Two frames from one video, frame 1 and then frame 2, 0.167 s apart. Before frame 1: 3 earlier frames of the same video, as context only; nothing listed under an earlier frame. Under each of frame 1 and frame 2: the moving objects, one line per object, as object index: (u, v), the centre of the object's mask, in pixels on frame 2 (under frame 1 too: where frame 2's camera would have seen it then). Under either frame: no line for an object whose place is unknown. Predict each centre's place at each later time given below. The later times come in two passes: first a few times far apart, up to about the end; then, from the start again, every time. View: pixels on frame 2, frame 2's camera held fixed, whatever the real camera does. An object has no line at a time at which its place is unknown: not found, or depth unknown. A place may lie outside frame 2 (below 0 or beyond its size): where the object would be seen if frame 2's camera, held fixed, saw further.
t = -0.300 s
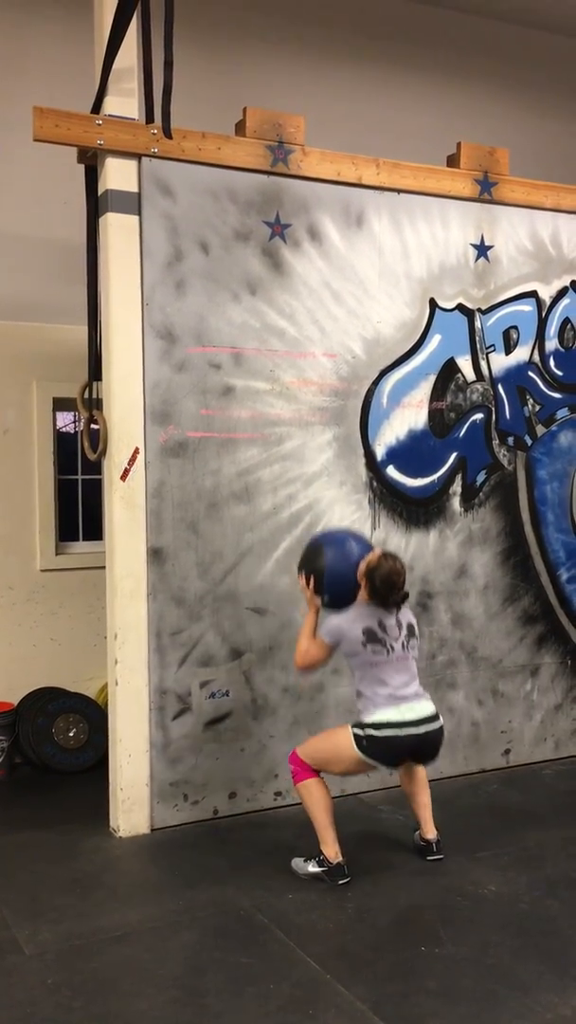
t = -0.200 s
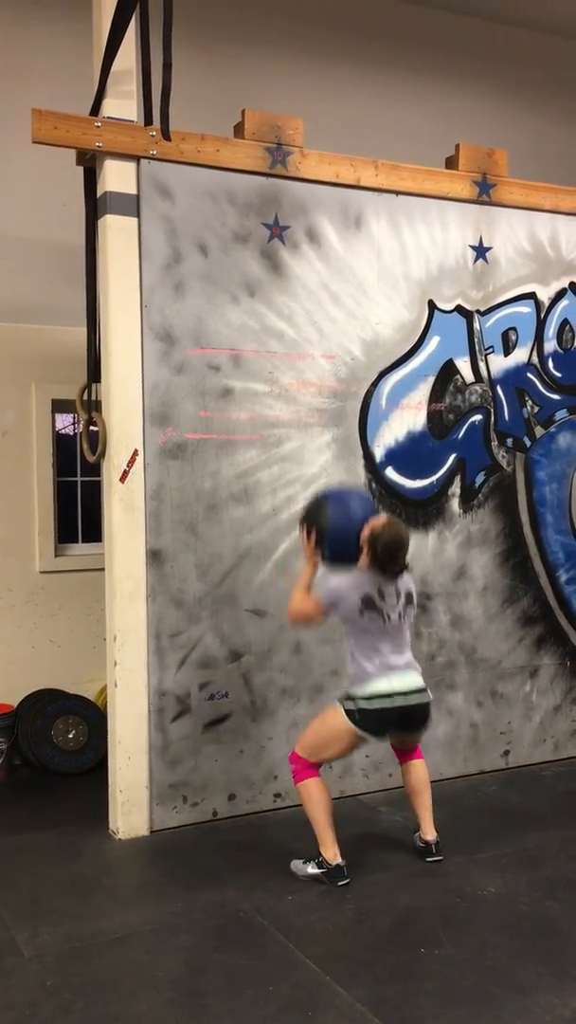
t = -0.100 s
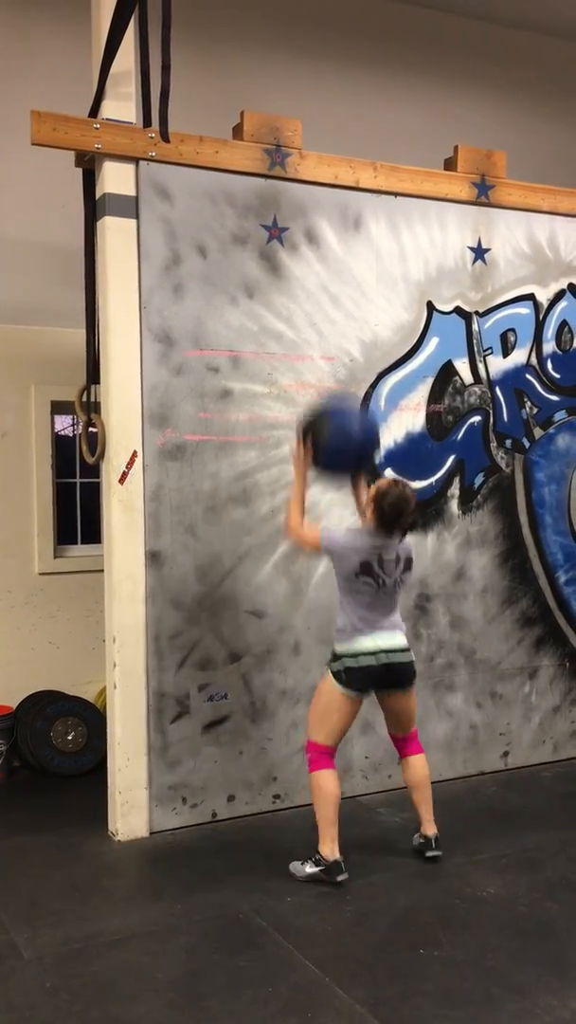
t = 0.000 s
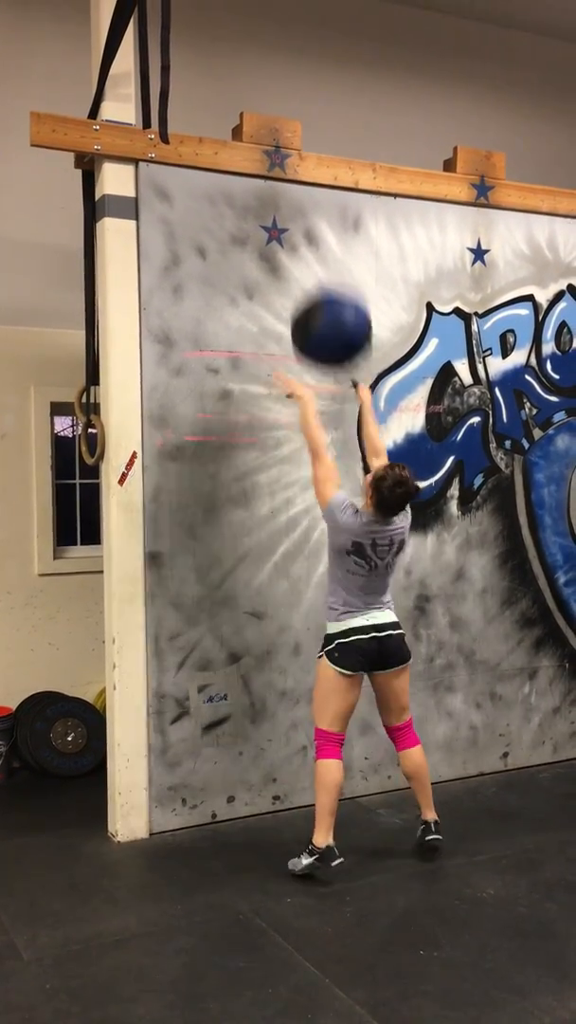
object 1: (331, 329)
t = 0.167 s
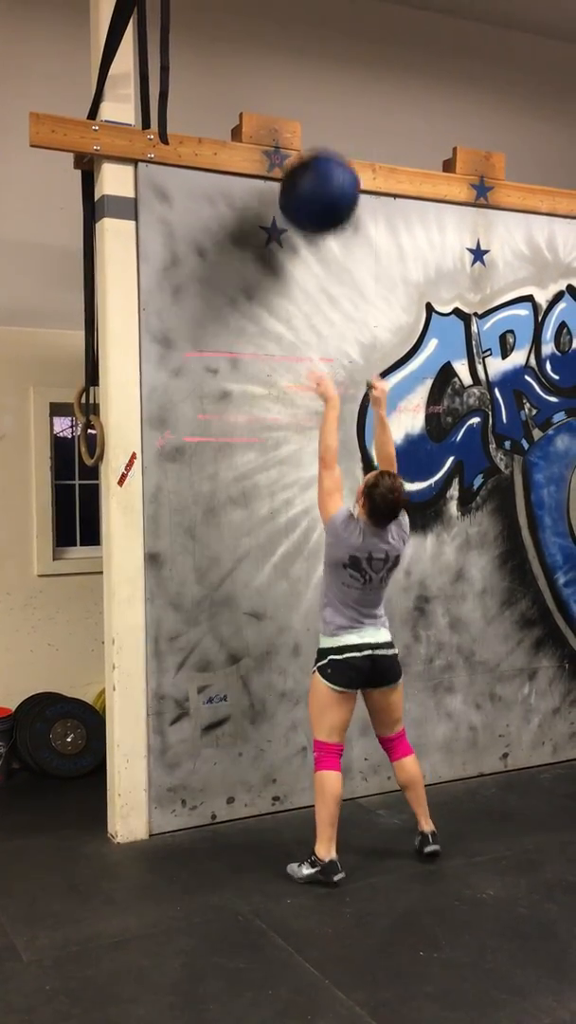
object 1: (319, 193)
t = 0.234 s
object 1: (314, 157)
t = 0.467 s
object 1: (308, 116)
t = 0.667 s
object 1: (327, 157)
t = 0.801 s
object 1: (338, 238)
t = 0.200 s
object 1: (317, 174)
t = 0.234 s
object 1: (314, 157)
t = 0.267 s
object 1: (311, 144)
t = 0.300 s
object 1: (309, 134)
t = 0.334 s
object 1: (307, 126)
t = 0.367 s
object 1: (305, 121)
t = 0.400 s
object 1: (304, 119)
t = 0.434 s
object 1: (306, 116)
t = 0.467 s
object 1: (308, 116)
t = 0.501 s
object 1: (310, 118)
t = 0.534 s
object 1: (312, 121)
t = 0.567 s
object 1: (315, 126)
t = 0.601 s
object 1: (317, 134)
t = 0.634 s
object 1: (323, 143)
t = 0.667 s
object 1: (327, 157)
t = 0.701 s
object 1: (330, 173)
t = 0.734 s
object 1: (333, 192)
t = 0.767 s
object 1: (335, 215)
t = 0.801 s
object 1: (338, 238)
